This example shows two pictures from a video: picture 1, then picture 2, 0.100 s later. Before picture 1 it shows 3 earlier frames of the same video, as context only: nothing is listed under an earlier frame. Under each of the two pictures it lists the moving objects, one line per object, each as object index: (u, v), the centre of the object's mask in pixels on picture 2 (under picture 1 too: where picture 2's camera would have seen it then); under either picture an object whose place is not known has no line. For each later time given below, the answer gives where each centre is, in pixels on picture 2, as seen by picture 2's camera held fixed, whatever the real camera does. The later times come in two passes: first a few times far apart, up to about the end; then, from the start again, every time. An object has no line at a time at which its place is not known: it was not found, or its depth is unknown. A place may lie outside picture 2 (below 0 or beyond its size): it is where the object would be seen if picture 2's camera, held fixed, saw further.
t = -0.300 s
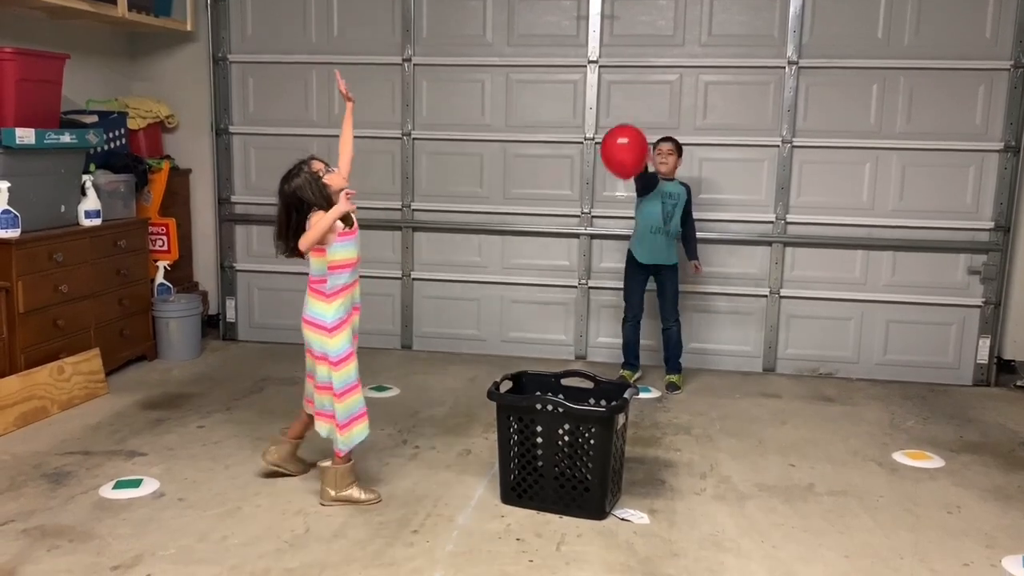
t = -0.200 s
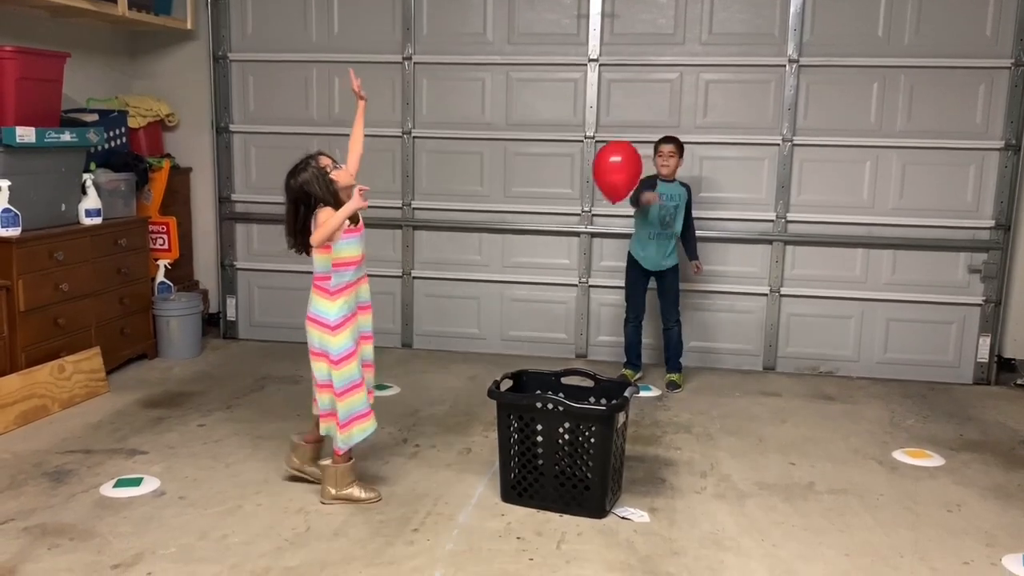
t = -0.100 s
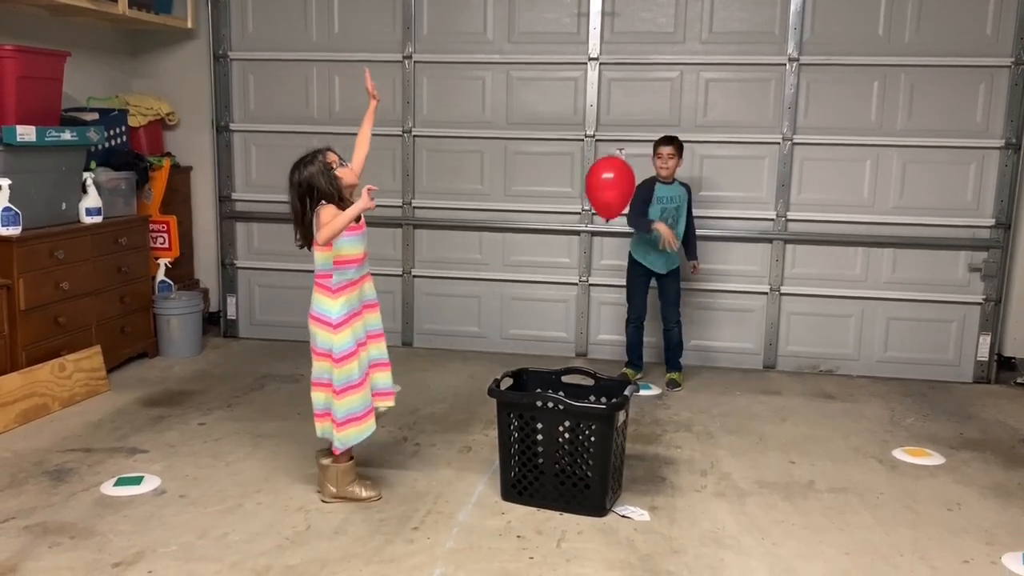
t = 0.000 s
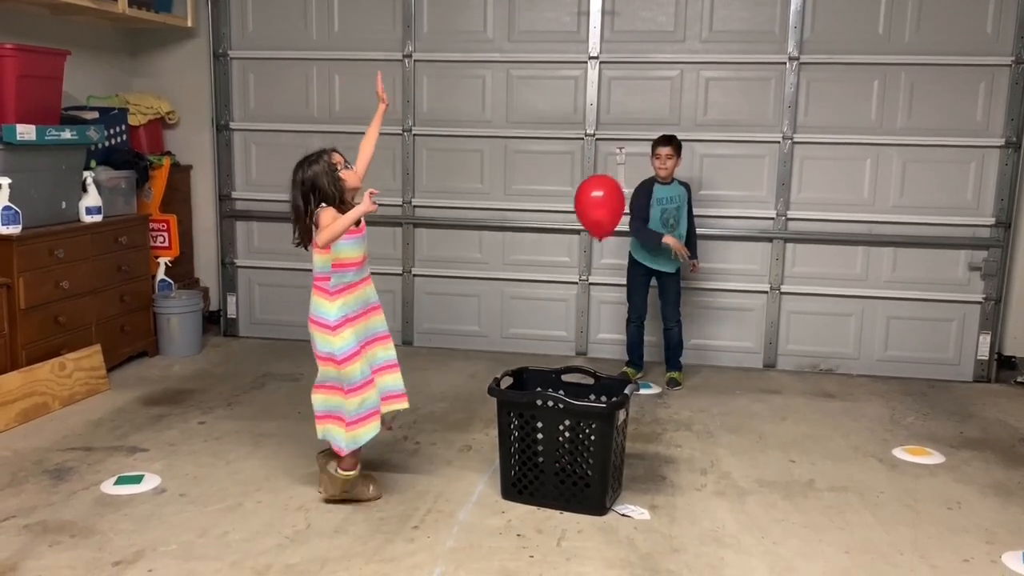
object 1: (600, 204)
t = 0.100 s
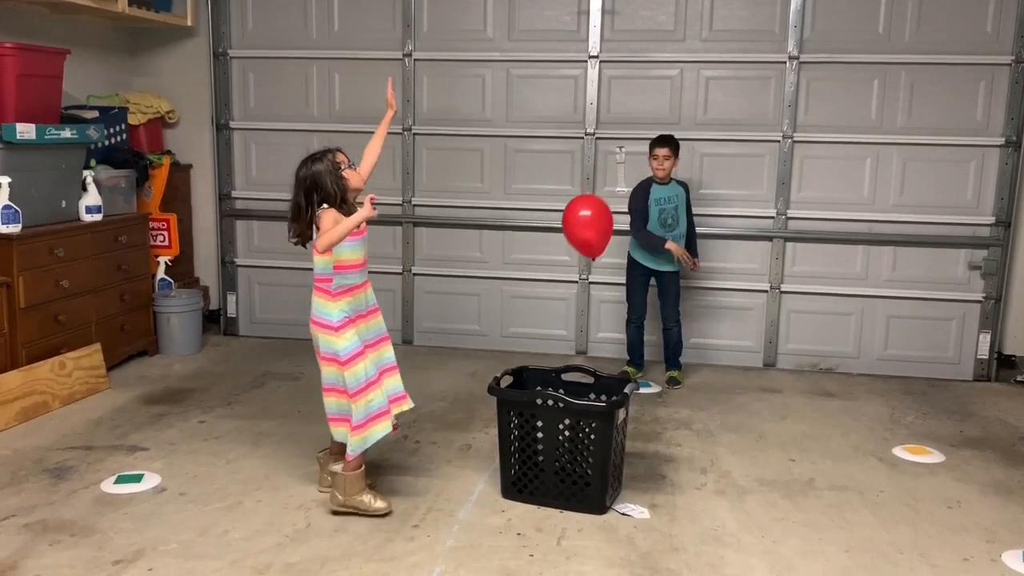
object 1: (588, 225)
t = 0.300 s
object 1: (566, 271)
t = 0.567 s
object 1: (543, 335)
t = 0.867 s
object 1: (512, 321)
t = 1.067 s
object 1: (499, 309)
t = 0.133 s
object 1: (584, 232)
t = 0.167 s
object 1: (581, 240)
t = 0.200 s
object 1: (577, 248)
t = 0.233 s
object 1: (573, 255)
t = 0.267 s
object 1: (569, 263)
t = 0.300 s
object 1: (566, 271)
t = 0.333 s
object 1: (562, 279)
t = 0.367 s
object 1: (559, 287)
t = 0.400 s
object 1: (556, 295)
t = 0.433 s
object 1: (553, 303)
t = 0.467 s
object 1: (550, 311)
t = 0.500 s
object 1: (548, 319)
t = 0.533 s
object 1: (545, 327)
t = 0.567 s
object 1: (543, 335)
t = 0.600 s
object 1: (542, 344)
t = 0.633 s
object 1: (537, 347)
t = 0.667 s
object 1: (529, 347)
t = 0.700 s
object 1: (524, 344)
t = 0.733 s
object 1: (521, 339)
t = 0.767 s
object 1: (519, 334)
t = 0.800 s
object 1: (516, 329)
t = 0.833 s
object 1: (514, 325)
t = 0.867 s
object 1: (512, 321)
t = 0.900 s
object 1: (510, 318)
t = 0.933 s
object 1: (507, 315)
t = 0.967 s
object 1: (505, 313)
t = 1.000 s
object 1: (503, 311)
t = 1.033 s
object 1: (501, 310)
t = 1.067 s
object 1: (499, 309)
